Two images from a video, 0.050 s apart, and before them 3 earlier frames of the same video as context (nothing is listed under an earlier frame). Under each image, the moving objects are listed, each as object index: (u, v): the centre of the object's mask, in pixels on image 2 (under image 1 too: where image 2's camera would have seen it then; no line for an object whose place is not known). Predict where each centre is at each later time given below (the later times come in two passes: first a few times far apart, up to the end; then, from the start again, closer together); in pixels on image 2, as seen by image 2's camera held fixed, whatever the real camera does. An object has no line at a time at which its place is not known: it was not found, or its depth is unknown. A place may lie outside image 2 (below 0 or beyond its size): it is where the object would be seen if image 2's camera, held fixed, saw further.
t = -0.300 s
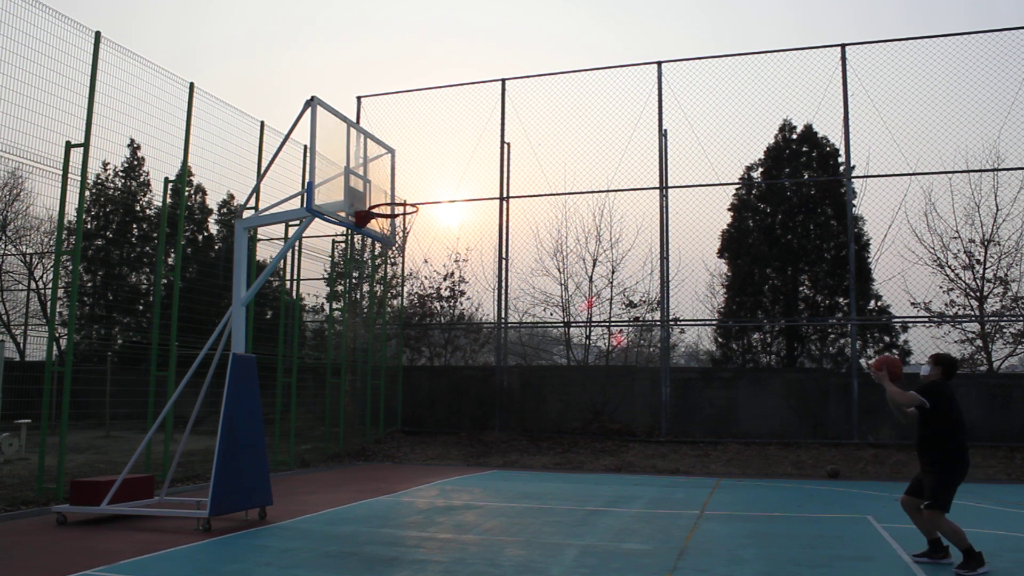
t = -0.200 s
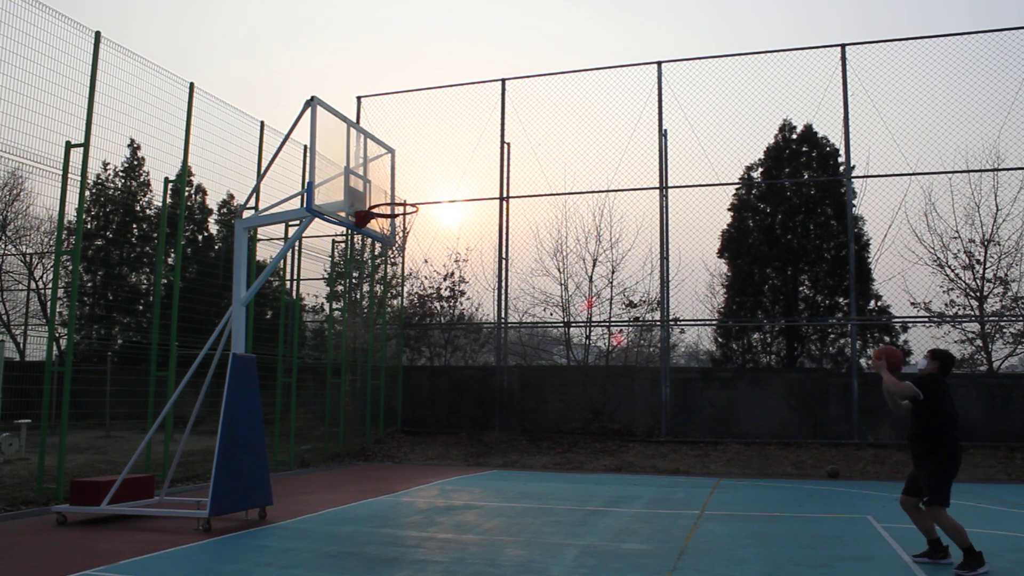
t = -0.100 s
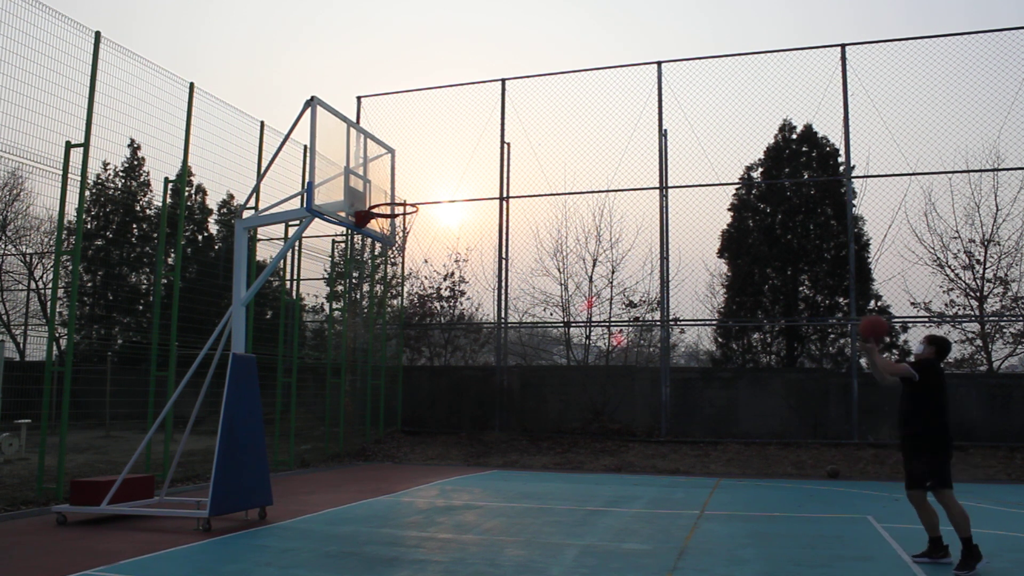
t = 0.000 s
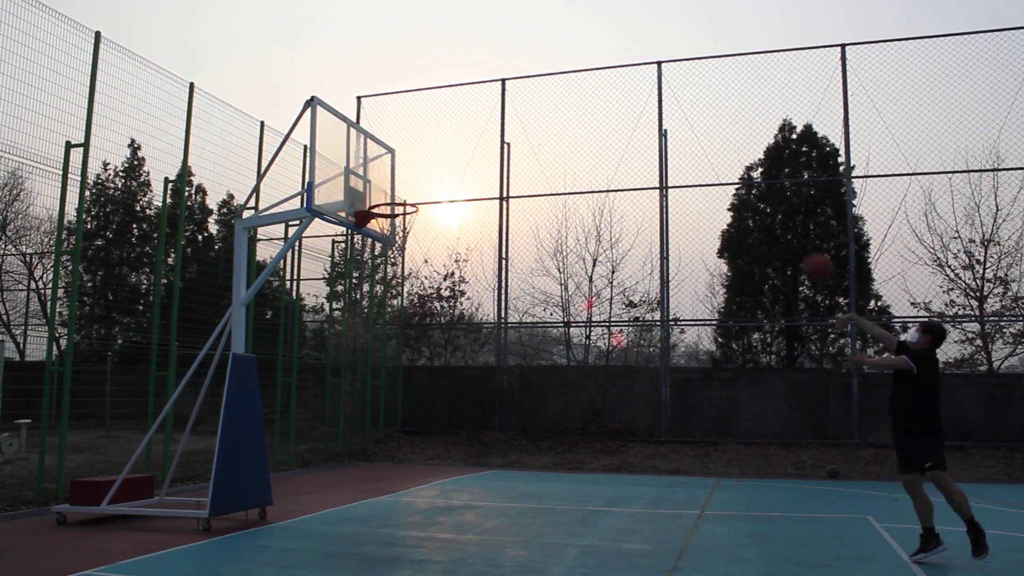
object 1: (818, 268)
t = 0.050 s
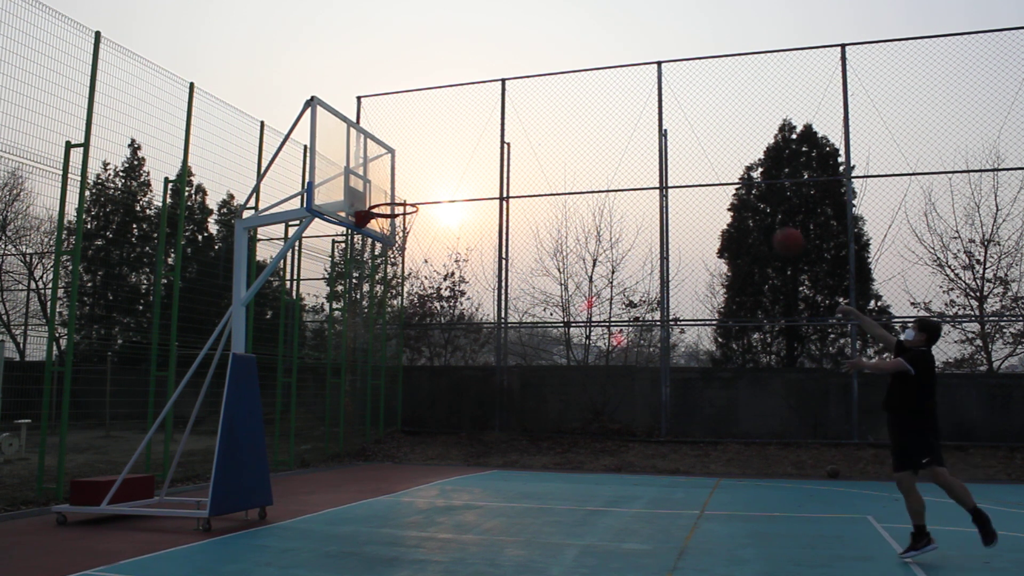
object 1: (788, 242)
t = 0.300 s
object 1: (648, 153)
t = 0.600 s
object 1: (494, 137)
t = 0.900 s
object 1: (361, 188)
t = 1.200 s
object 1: (403, 172)
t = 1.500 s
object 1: (454, 247)
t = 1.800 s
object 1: (512, 433)
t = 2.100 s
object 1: (540, 418)
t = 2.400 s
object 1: (546, 305)
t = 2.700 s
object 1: (551, 289)
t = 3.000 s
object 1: (554, 378)
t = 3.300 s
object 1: (557, 512)
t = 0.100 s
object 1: (759, 217)
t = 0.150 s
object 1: (731, 198)
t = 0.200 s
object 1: (702, 179)
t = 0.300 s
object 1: (648, 153)
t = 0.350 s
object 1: (622, 144)
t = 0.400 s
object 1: (595, 137)
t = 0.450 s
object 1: (570, 133)
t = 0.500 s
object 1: (544, 132)
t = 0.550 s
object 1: (519, 133)
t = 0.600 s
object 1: (494, 137)
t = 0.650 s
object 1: (470, 143)
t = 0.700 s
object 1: (446, 151)
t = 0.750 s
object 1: (422, 162)
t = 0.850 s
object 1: (375, 191)
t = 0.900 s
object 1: (361, 188)
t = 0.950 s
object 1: (361, 181)
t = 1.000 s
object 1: (369, 174)
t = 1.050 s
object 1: (378, 170)
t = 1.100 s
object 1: (386, 168)
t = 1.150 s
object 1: (395, 169)
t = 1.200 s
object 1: (403, 172)
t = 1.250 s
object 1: (412, 178)
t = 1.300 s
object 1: (420, 186)
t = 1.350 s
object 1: (429, 197)
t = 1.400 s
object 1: (436, 211)
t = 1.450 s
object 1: (445, 228)
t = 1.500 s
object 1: (454, 247)
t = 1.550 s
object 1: (463, 270)
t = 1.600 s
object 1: (472, 296)
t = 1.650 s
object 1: (482, 326)
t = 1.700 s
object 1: (491, 358)
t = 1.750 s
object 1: (501, 394)
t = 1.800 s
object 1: (512, 433)
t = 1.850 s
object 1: (522, 478)
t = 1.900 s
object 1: (532, 525)
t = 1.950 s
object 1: (536, 512)
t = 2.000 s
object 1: (538, 479)
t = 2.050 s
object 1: (539, 446)
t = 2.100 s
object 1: (540, 418)
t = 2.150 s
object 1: (541, 392)
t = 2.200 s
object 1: (542, 370)
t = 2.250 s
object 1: (543, 350)
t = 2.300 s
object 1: (544, 332)
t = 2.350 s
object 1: (545, 317)
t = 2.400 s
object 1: (546, 305)
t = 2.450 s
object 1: (547, 296)
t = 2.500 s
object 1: (548, 289)
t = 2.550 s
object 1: (548, 285)
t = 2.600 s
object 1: (549, 283)
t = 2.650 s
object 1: (550, 285)
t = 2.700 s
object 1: (551, 289)
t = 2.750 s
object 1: (551, 297)
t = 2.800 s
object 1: (552, 307)
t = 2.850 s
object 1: (552, 320)
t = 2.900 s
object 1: (553, 337)
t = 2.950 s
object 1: (553, 355)
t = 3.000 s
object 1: (554, 378)
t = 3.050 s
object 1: (555, 402)
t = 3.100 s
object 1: (555, 431)
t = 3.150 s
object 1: (556, 465)
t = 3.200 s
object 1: (556, 502)
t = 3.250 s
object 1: (556, 541)
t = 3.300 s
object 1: (557, 512)
